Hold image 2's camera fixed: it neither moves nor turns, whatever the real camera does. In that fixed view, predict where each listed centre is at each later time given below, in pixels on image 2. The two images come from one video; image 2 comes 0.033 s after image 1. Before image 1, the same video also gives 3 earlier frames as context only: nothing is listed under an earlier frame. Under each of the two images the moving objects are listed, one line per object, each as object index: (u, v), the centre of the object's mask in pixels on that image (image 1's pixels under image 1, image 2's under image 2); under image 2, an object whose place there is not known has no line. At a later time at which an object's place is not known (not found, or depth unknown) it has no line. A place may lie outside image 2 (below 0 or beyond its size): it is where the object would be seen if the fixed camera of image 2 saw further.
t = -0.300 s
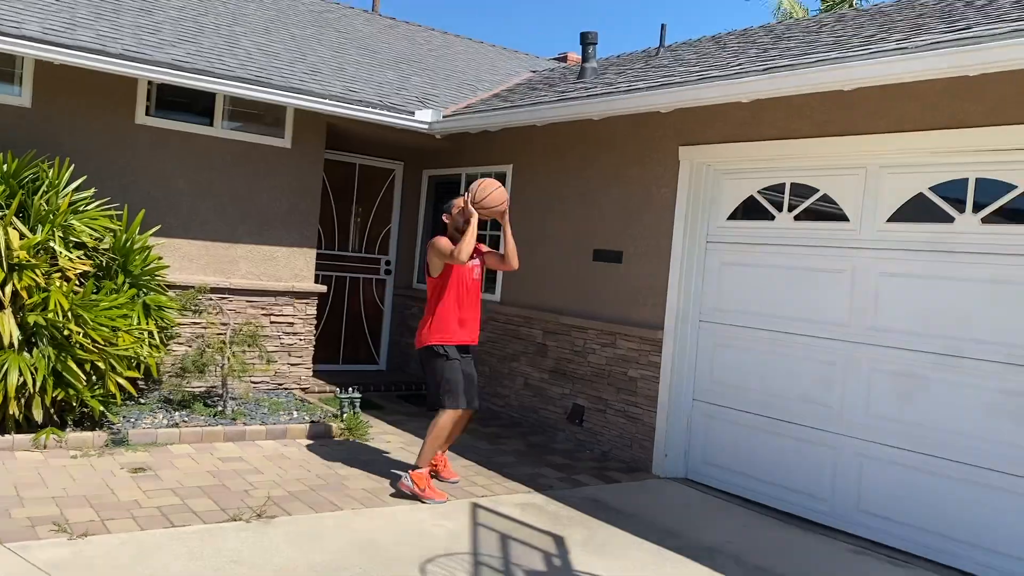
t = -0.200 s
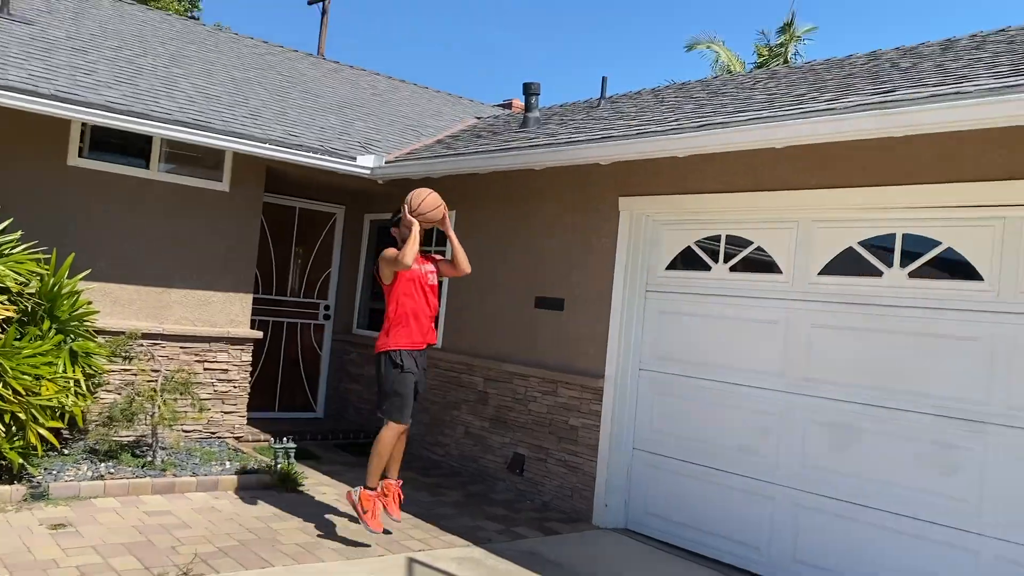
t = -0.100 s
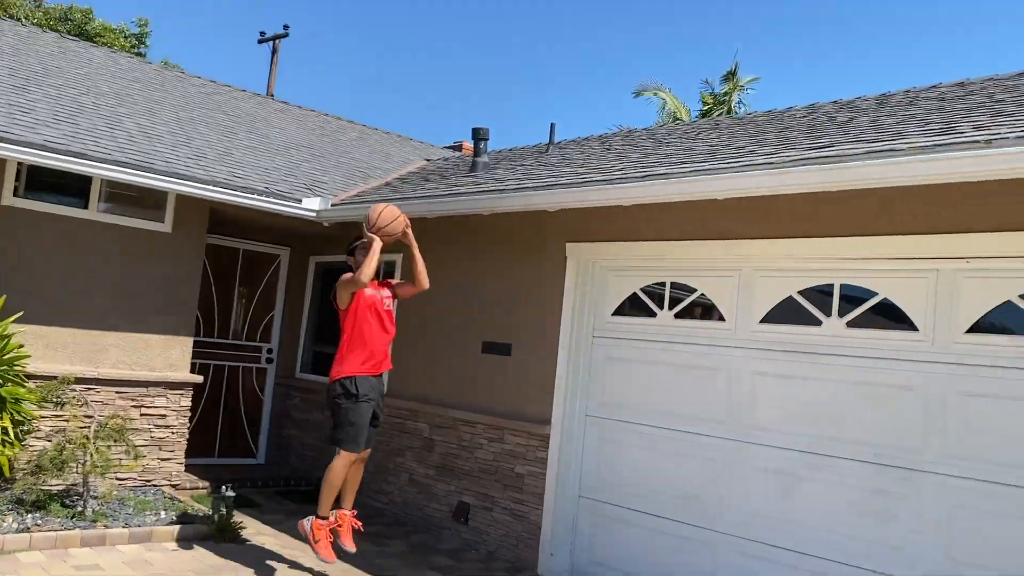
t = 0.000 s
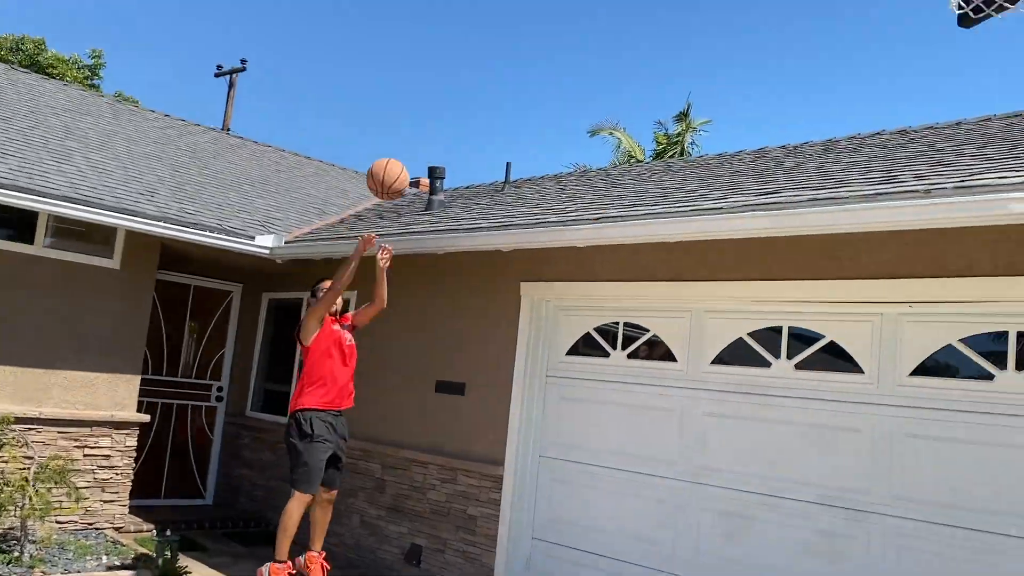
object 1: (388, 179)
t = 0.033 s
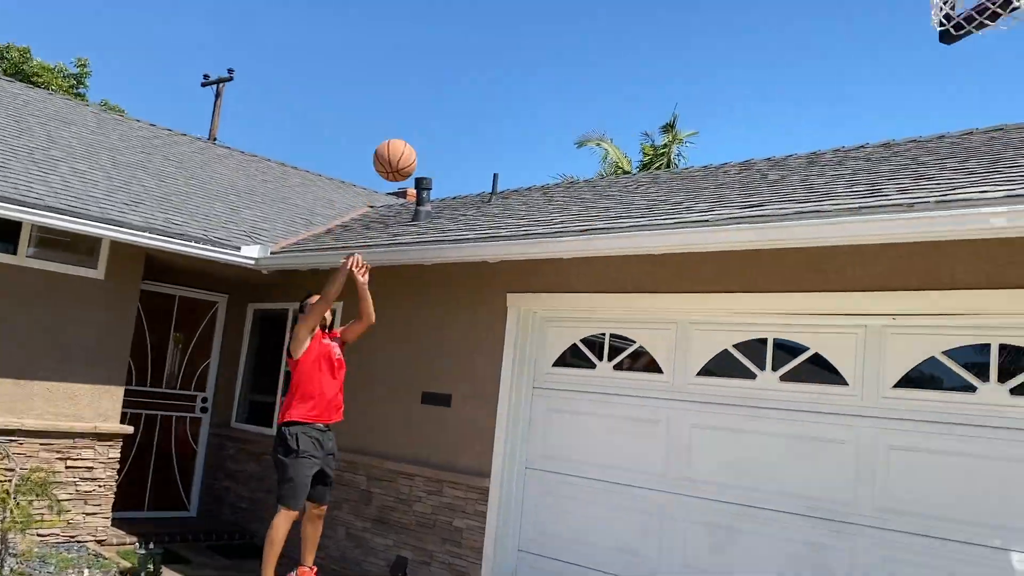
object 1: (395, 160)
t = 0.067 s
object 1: (415, 132)
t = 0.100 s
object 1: (437, 104)
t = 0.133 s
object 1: (459, 77)
